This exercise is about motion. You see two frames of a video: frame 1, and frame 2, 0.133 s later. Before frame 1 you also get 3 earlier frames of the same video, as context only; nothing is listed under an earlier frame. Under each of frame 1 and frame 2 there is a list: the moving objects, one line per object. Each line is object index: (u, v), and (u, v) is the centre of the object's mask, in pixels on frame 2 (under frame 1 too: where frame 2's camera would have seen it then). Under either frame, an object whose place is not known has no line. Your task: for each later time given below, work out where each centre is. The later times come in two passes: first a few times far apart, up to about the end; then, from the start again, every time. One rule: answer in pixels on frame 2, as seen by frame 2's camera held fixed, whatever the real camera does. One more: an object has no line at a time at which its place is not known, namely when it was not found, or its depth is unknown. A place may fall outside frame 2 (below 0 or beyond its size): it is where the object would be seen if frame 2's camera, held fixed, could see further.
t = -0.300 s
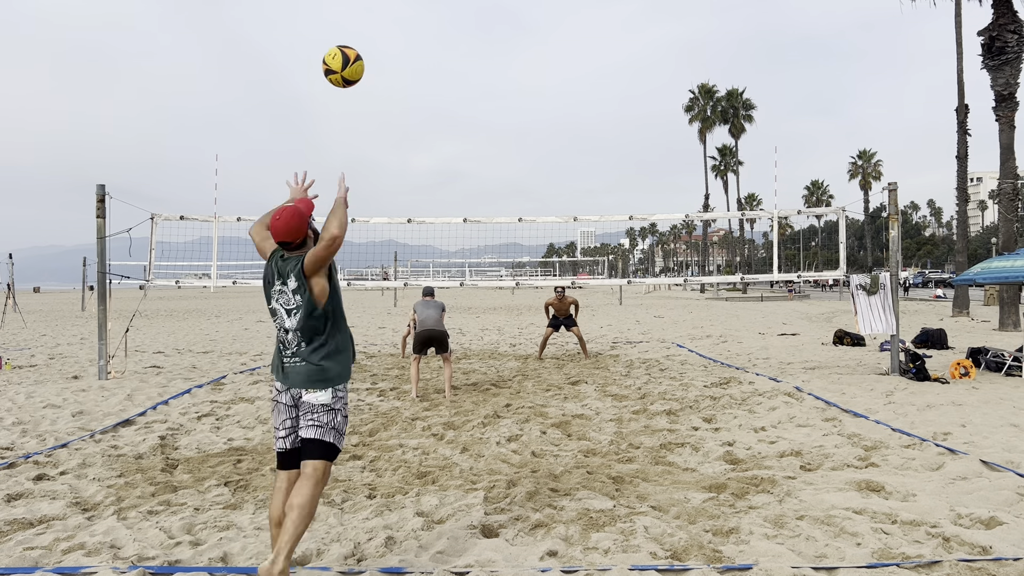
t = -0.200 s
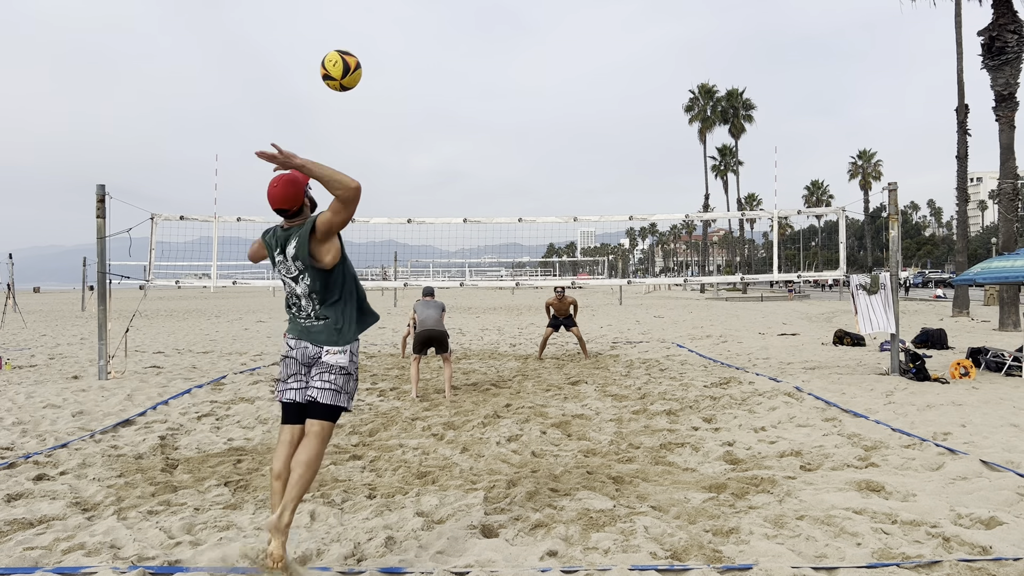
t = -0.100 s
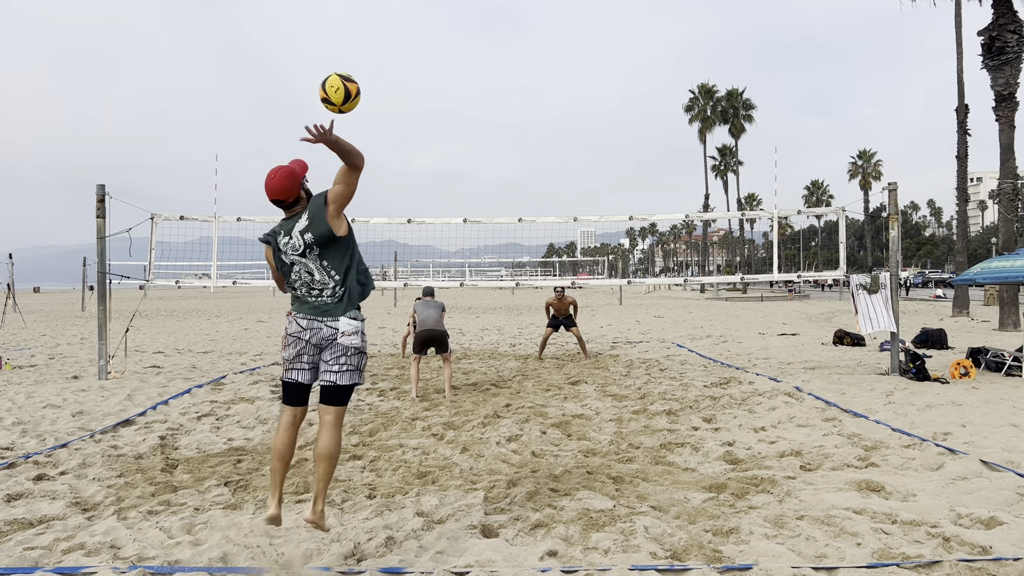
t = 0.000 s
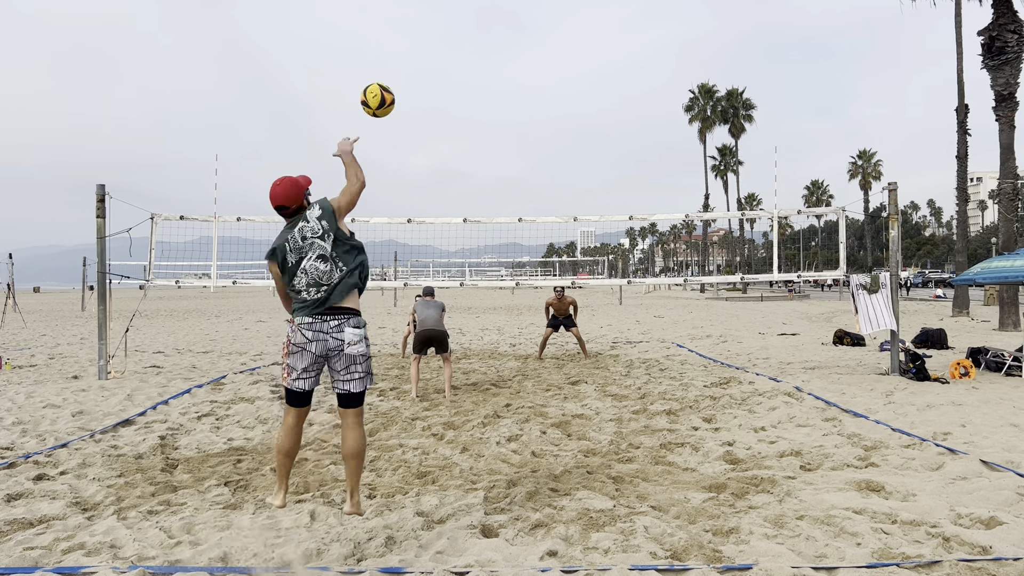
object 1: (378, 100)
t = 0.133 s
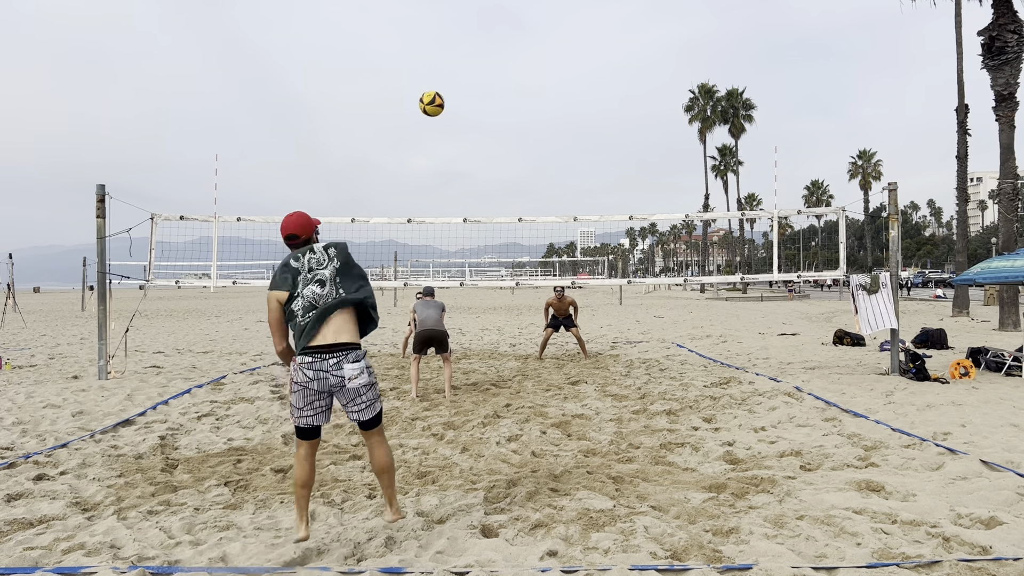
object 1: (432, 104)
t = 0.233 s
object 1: (459, 116)
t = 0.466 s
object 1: (507, 161)
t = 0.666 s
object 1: (535, 211)
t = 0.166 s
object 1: (441, 107)
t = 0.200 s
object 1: (451, 111)
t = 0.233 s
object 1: (459, 116)
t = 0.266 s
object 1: (467, 121)
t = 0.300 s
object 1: (474, 127)
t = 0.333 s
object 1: (481, 133)
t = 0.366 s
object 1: (488, 139)
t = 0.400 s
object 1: (495, 146)
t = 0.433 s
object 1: (501, 154)
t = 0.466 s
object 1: (507, 161)
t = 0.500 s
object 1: (513, 169)
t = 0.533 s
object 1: (518, 177)
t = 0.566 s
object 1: (523, 185)
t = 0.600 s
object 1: (527, 193)
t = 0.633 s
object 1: (531, 202)
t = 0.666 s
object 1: (535, 211)
